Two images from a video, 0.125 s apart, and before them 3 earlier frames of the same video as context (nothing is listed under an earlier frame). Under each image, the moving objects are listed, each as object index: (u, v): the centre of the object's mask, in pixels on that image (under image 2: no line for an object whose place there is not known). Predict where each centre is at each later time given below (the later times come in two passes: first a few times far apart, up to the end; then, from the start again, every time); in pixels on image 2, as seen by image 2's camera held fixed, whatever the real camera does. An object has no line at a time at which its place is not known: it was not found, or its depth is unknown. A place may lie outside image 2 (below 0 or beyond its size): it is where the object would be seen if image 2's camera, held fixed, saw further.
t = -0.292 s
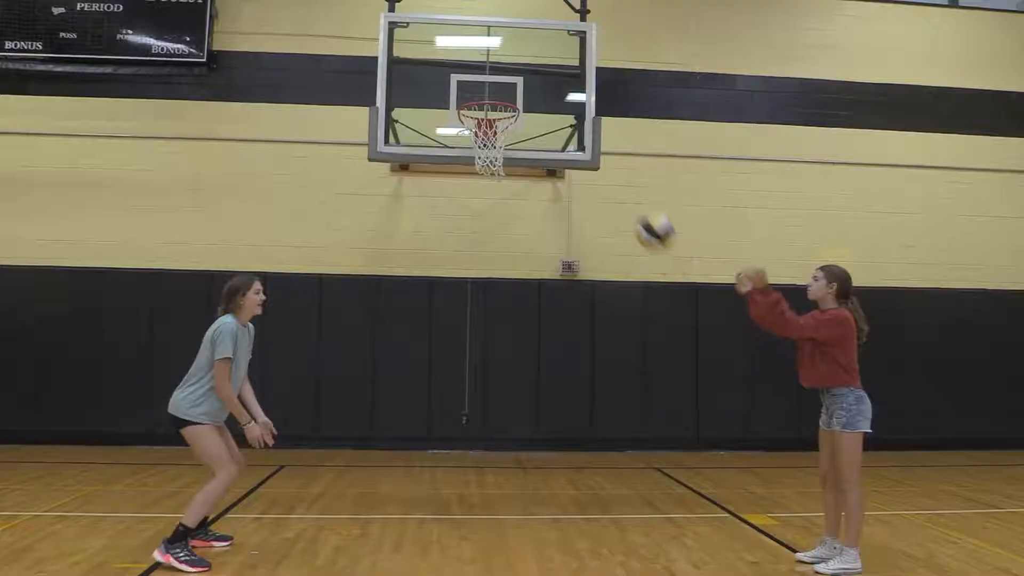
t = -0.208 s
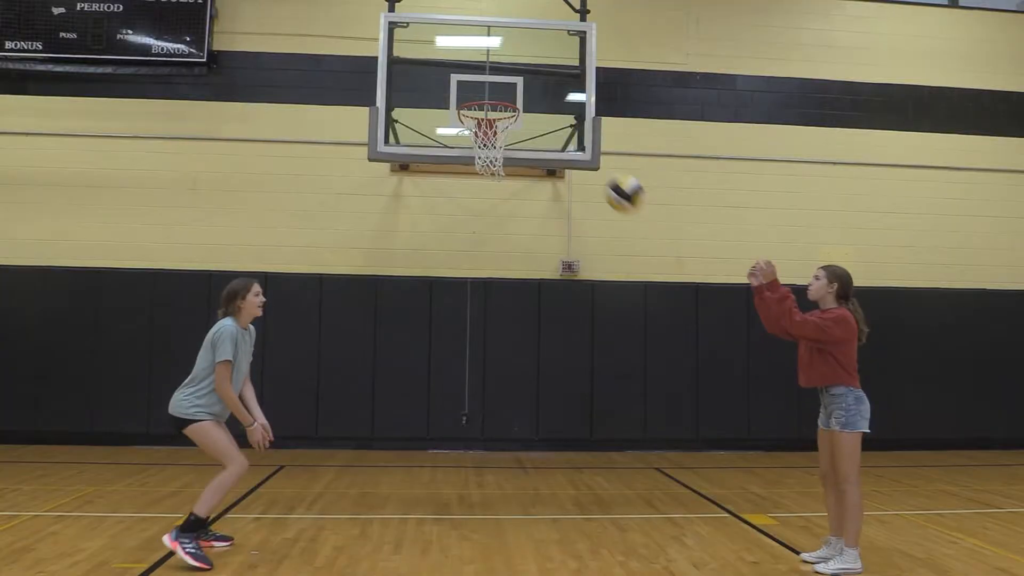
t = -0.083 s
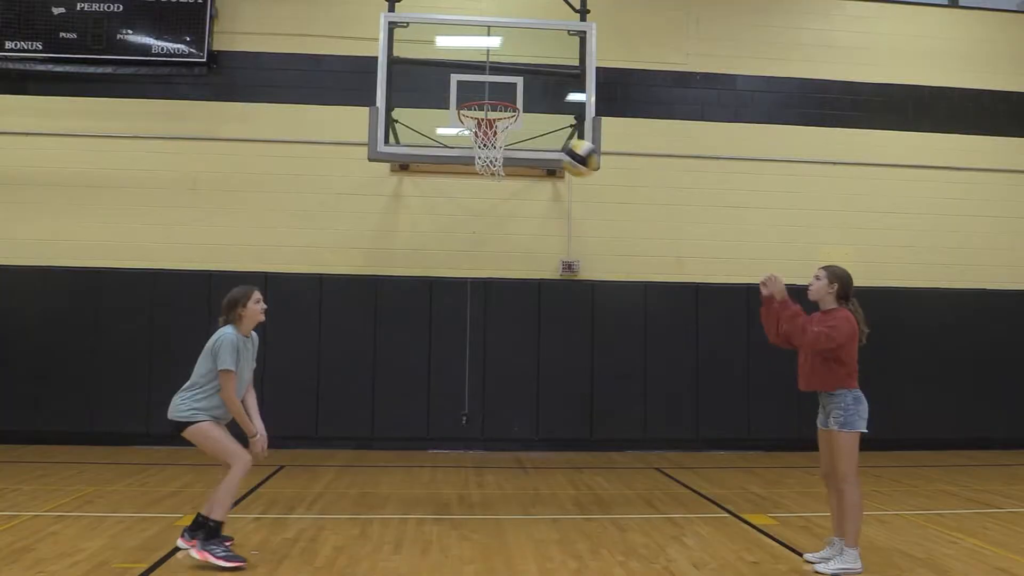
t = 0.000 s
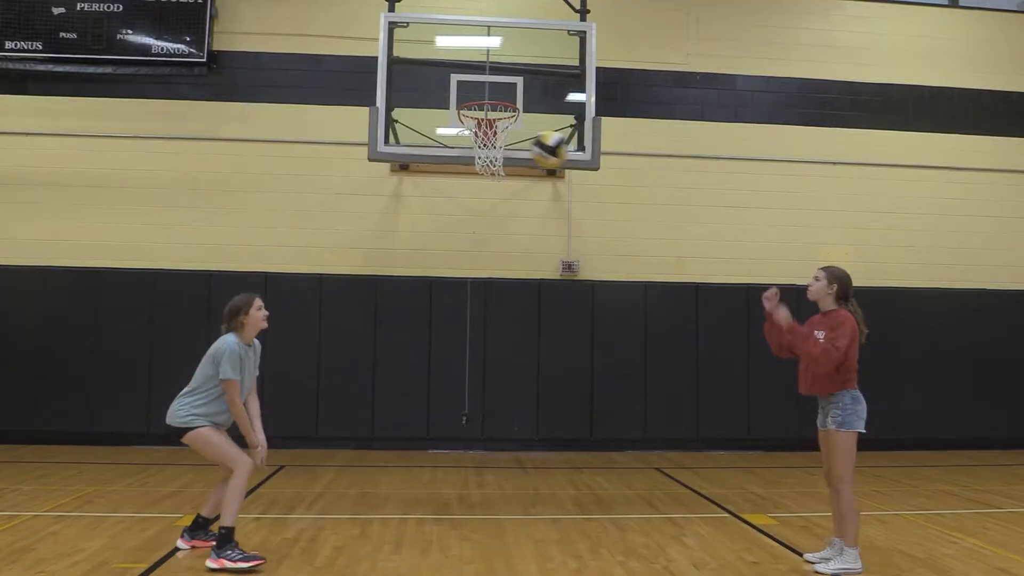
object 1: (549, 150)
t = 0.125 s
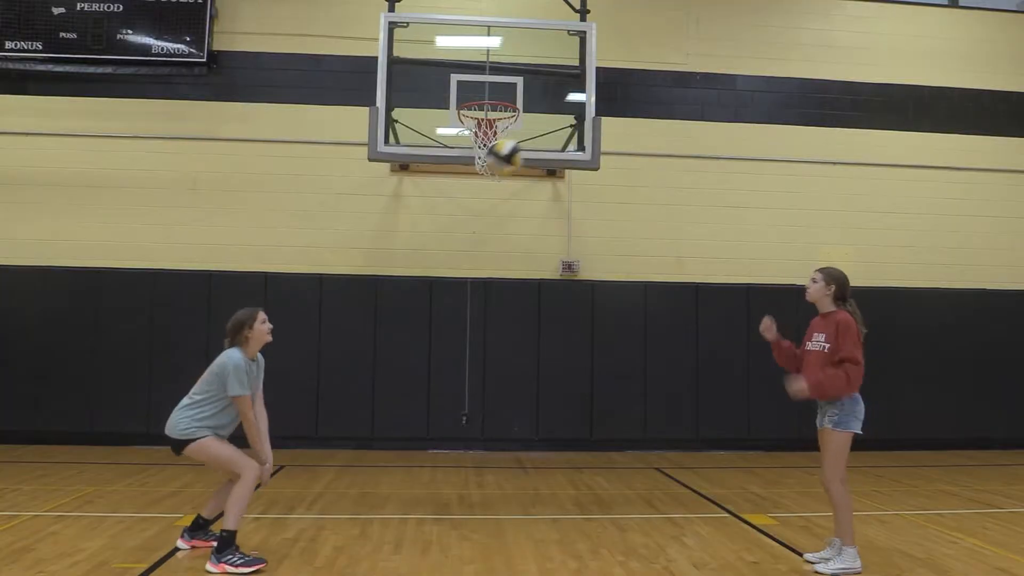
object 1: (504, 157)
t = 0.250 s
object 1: (458, 192)
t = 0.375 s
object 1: (412, 255)
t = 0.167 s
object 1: (489, 166)
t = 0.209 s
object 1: (473, 178)
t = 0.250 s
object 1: (458, 192)
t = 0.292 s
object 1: (443, 211)
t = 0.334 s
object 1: (427, 231)
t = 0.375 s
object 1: (412, 255)
